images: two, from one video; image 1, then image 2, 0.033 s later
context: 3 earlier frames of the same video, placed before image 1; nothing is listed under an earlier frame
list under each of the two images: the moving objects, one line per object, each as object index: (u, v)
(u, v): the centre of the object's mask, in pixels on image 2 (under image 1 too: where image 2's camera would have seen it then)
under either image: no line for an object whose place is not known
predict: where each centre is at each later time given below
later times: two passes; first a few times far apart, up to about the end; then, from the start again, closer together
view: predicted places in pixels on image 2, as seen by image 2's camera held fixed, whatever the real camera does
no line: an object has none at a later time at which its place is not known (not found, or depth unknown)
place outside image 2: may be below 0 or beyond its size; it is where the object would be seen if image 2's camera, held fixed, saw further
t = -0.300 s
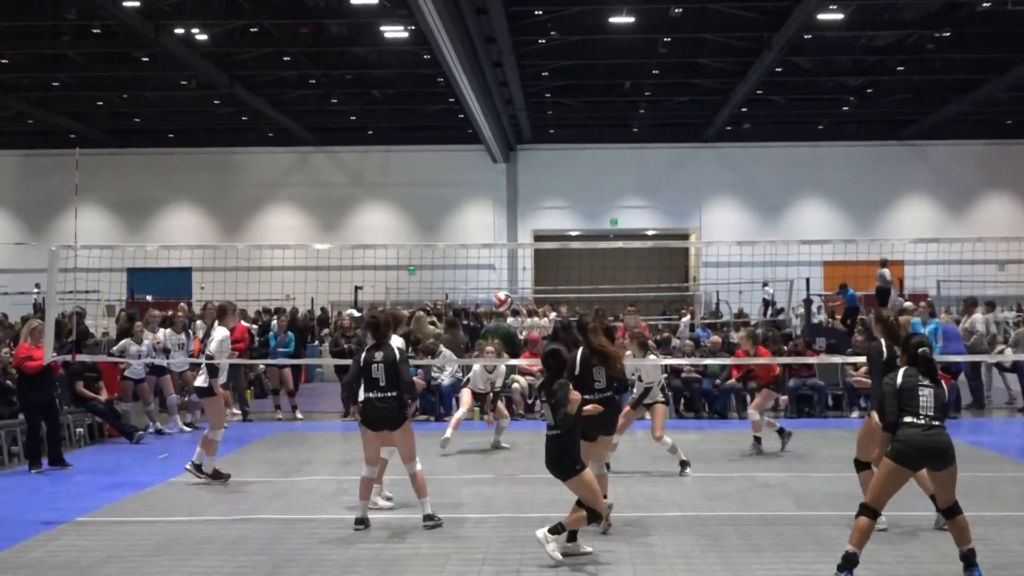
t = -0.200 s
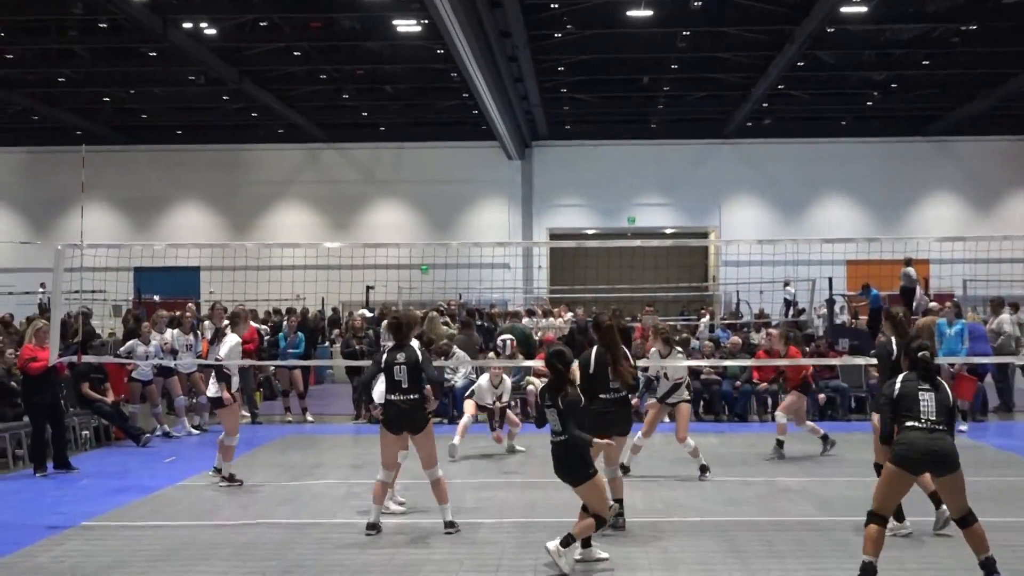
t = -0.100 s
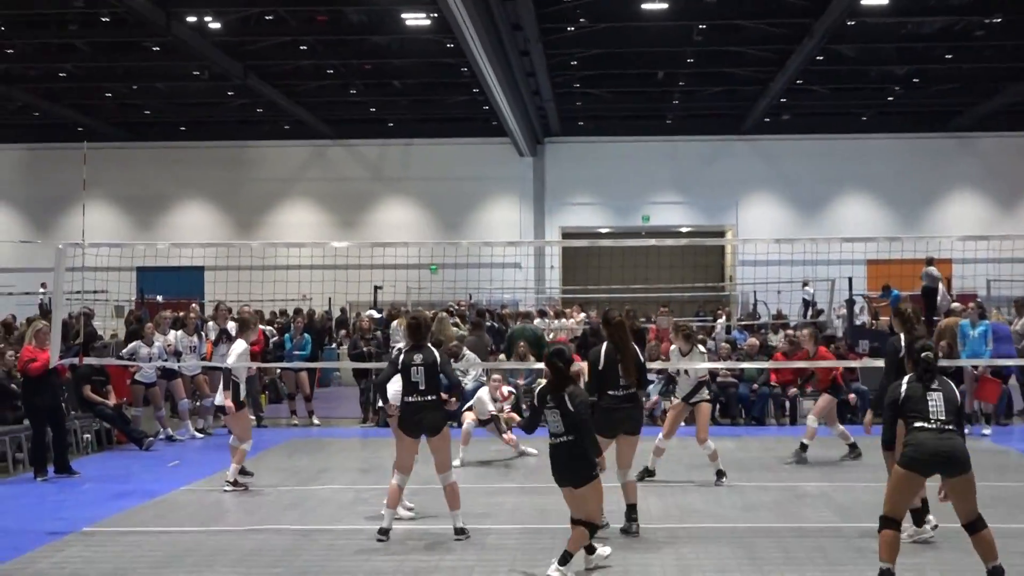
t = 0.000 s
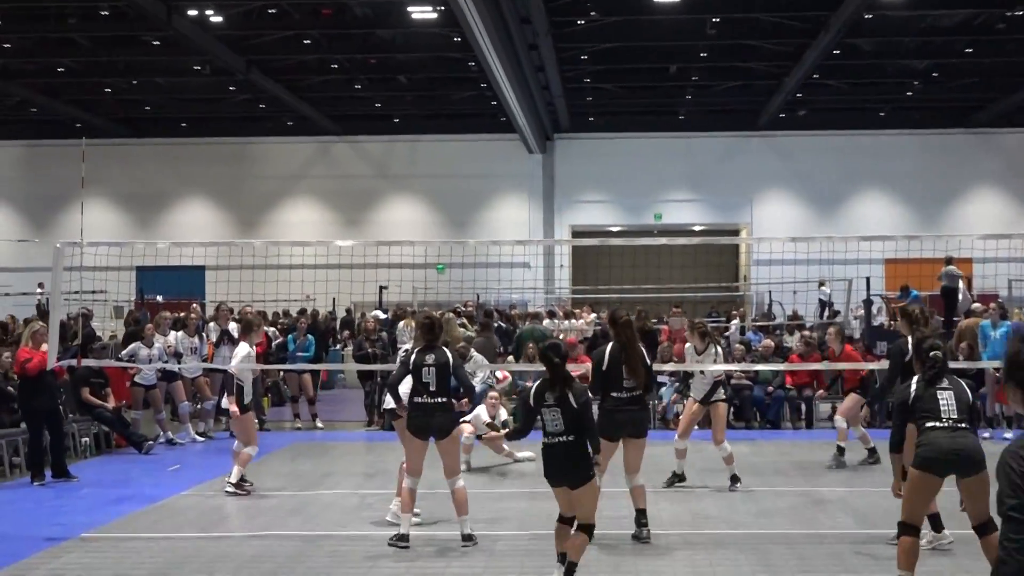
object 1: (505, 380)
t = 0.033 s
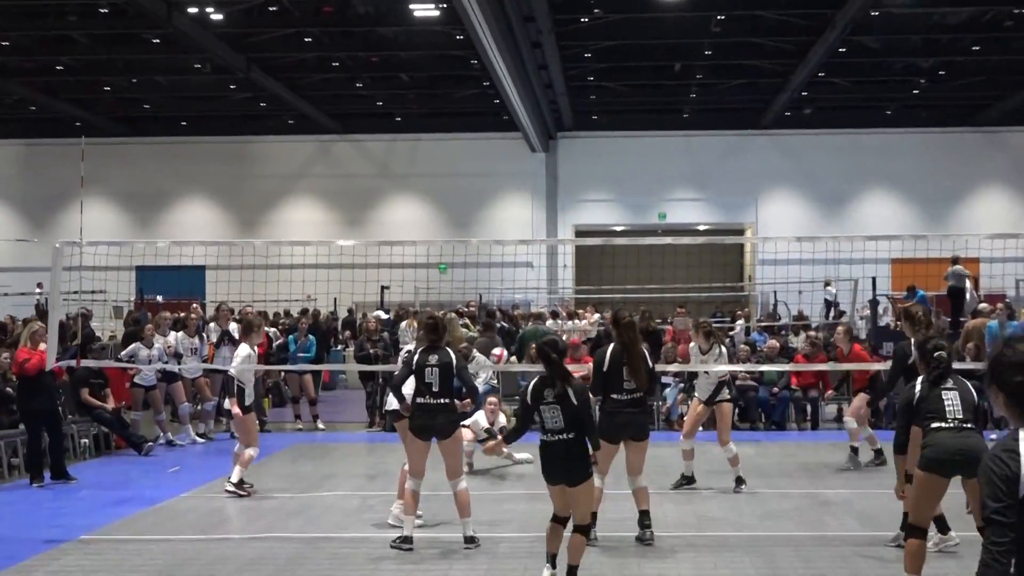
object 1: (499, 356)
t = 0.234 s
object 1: (468, 235)
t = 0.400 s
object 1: (442, 162)
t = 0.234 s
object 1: (468, 235)
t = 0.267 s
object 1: (463, 221)
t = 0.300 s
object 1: (458, 205)
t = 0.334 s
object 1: (452, 190)
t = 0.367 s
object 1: (447, 176)
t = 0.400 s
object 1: (442, 162)
